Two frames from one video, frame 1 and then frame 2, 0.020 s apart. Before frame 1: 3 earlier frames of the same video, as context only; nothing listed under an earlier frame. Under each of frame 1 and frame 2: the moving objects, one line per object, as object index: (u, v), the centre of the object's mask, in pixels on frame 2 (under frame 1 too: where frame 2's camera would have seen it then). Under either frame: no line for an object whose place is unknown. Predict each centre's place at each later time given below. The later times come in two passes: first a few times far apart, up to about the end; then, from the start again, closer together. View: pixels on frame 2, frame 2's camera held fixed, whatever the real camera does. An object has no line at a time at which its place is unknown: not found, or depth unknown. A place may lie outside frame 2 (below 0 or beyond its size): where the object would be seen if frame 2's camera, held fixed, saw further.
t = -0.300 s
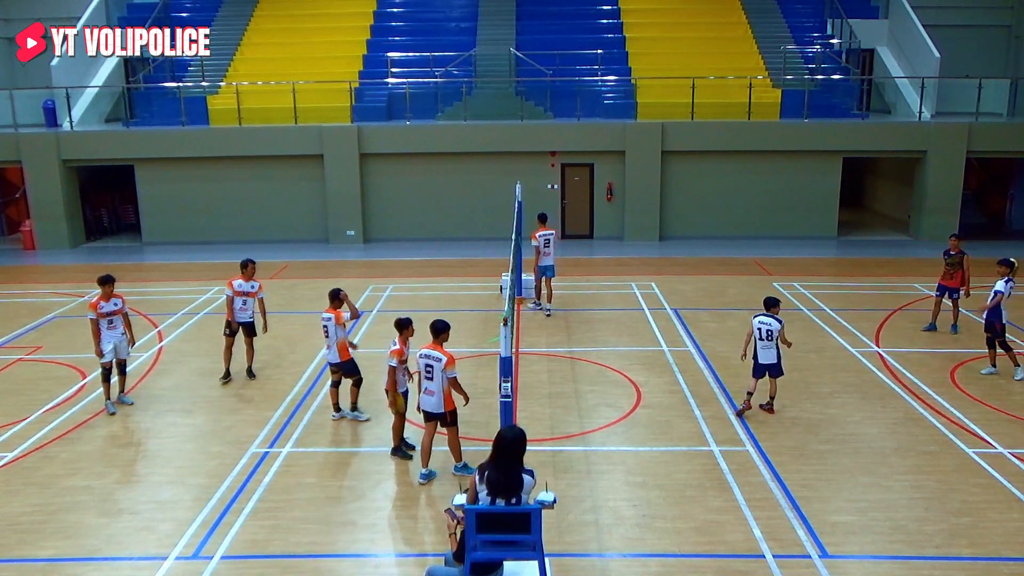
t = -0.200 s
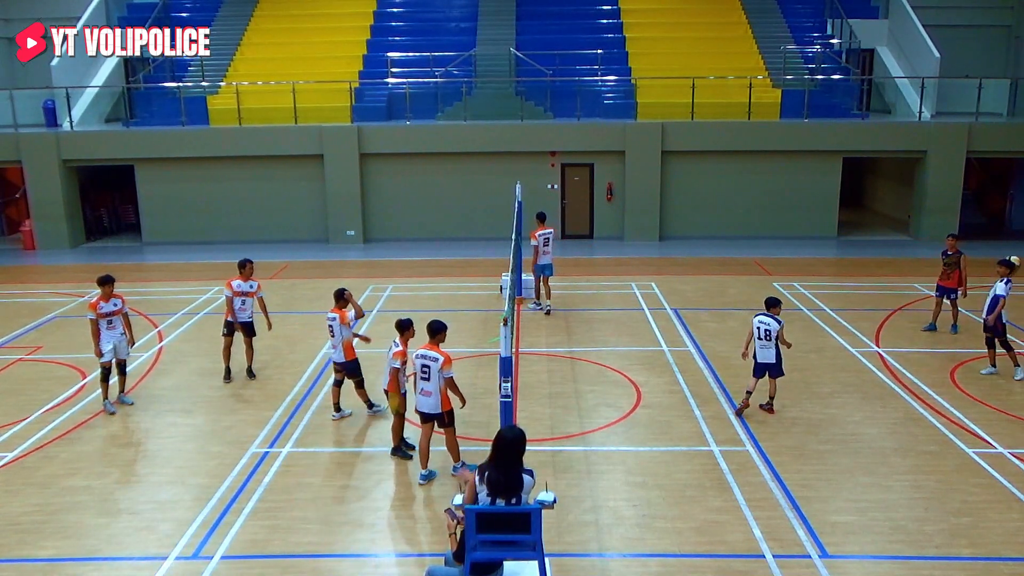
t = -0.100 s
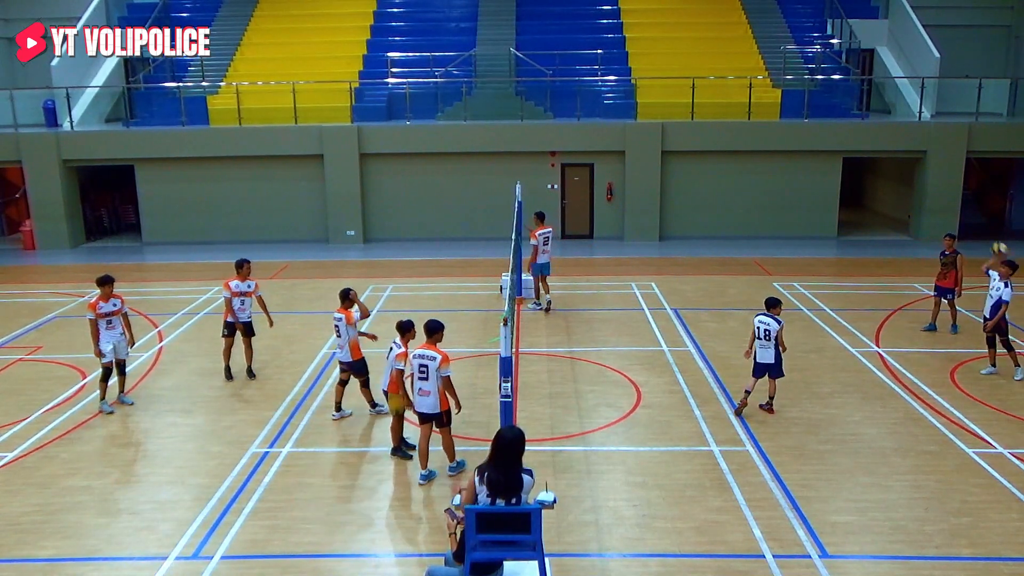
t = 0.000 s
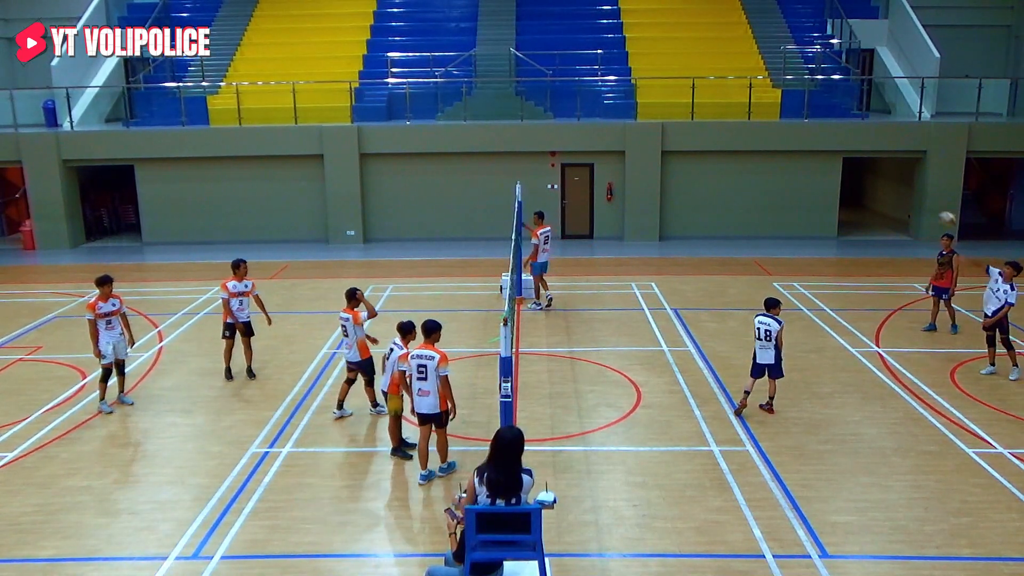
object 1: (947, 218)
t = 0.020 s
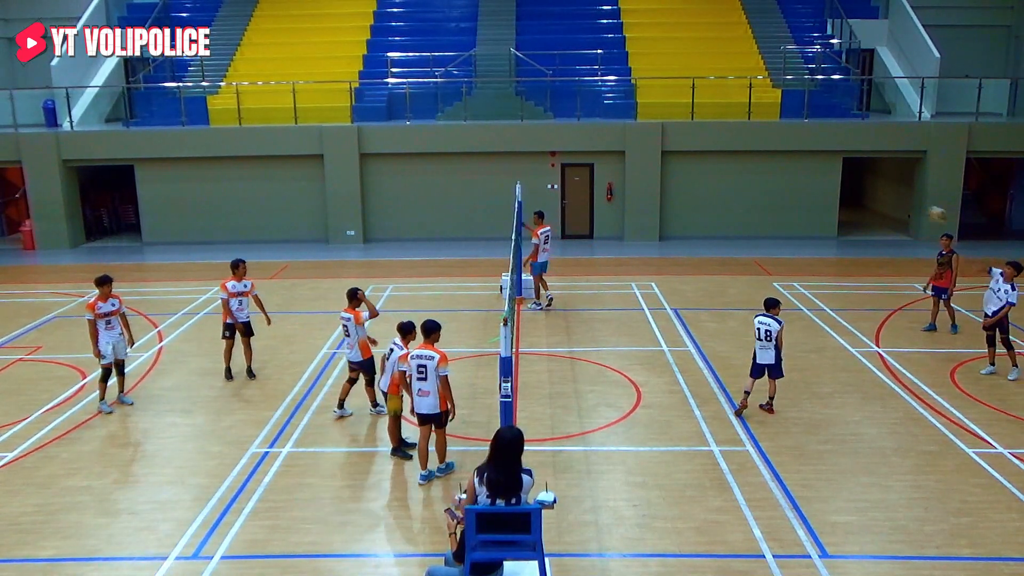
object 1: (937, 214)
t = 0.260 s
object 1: (783, 168)
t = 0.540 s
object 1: (592, 153)
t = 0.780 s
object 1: (415, 183)
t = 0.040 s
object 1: (924, 209)
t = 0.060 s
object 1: (911, 204)
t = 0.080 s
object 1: (900, 200)
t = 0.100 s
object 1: (887, 195)
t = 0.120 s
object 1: (873, 191)
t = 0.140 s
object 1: (860, 187)
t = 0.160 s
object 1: (848, 183)
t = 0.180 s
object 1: (836, 179)
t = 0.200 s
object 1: (822, 175)
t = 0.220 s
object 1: (808, 173)
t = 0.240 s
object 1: (795, 170)
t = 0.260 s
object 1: (783, 168)
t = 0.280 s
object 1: (769, 164)
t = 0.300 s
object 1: (758, 162)
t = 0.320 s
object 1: (743, 159)
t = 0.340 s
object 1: (730, 158)
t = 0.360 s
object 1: (715, 156)
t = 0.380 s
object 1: (701, 154)
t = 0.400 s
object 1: (688, 153)
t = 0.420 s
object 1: (674, 154)
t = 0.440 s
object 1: (659, 153)
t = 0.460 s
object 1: (647, 153)
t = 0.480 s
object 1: (632, 153)
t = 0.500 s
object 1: (620, 152)
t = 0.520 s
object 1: (606, 152)
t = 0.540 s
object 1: (592, 153)
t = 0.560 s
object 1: (577, 155)
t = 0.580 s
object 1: (562, 155)
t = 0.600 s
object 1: (549, 157)
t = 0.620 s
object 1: (533, 158)
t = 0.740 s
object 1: (447, 175)
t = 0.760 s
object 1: (431, 180)
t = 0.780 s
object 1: (415, 183)
